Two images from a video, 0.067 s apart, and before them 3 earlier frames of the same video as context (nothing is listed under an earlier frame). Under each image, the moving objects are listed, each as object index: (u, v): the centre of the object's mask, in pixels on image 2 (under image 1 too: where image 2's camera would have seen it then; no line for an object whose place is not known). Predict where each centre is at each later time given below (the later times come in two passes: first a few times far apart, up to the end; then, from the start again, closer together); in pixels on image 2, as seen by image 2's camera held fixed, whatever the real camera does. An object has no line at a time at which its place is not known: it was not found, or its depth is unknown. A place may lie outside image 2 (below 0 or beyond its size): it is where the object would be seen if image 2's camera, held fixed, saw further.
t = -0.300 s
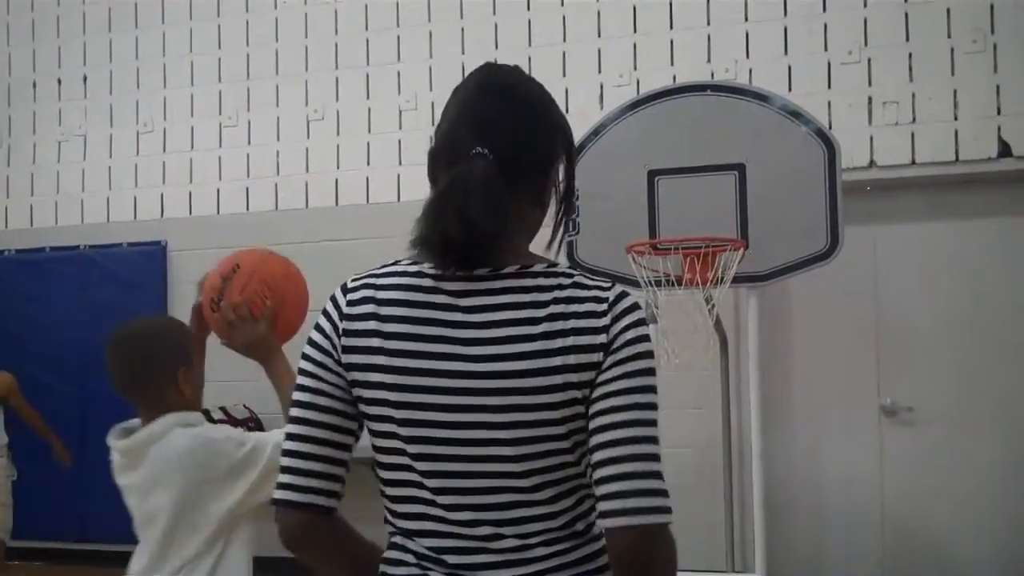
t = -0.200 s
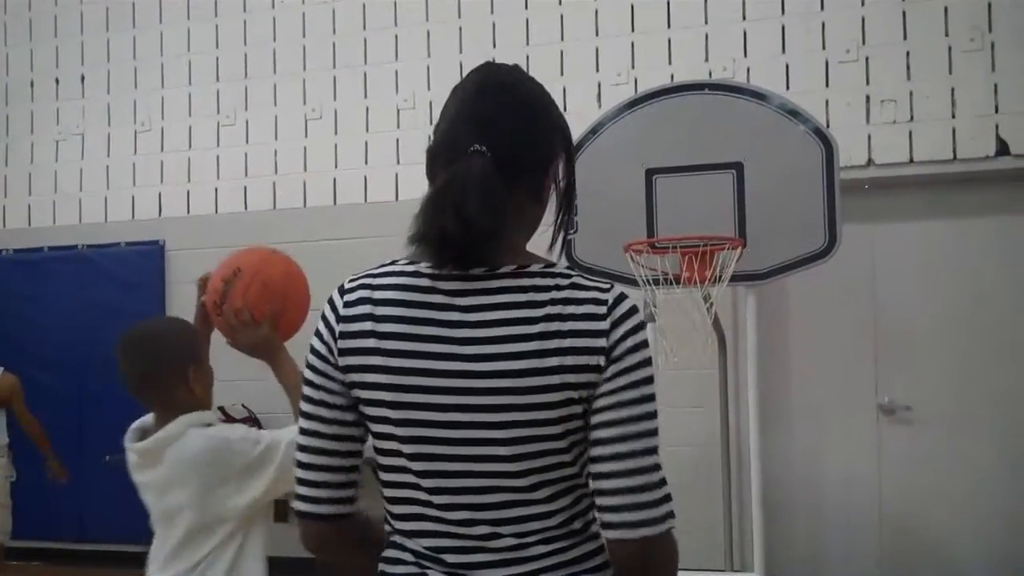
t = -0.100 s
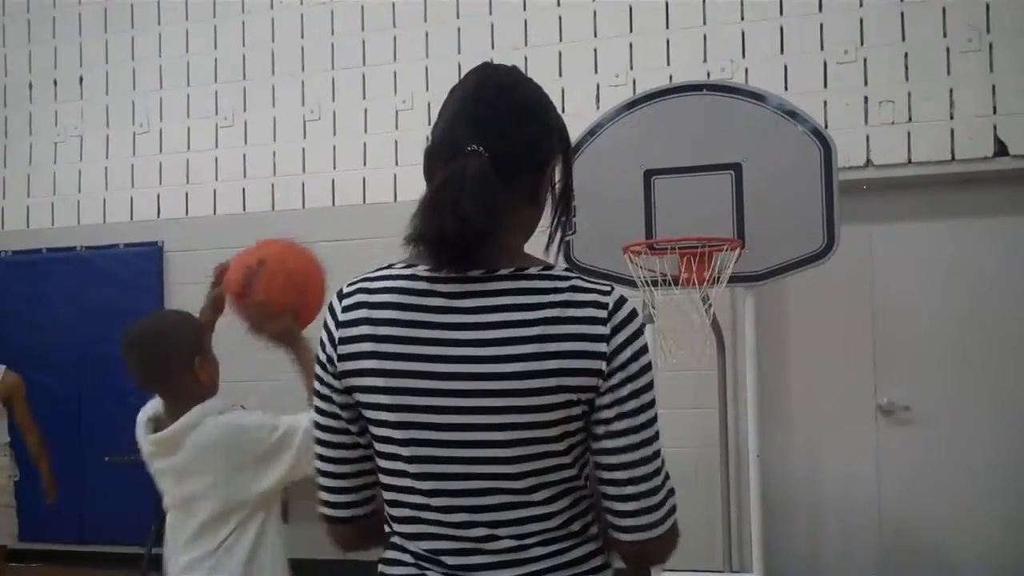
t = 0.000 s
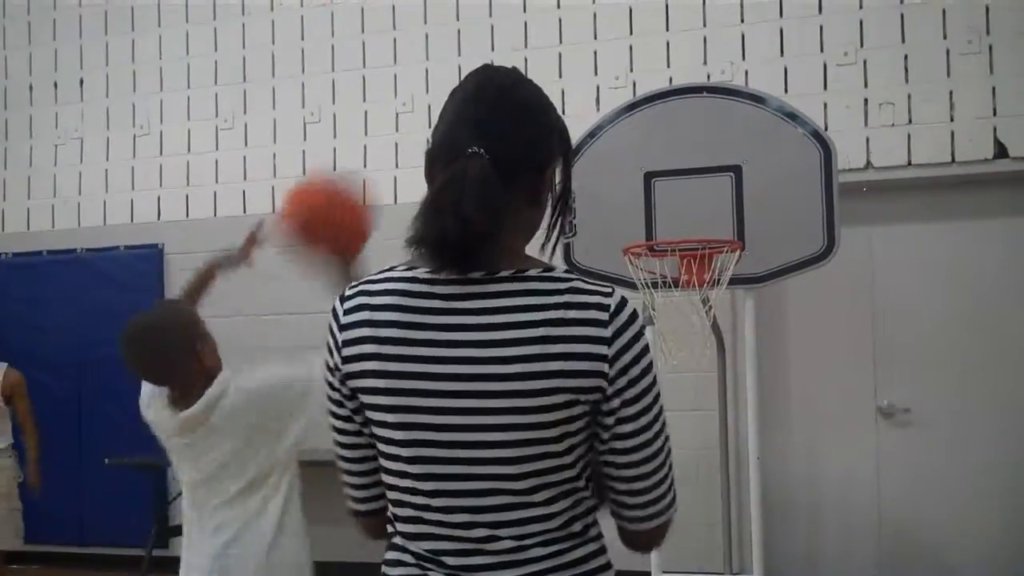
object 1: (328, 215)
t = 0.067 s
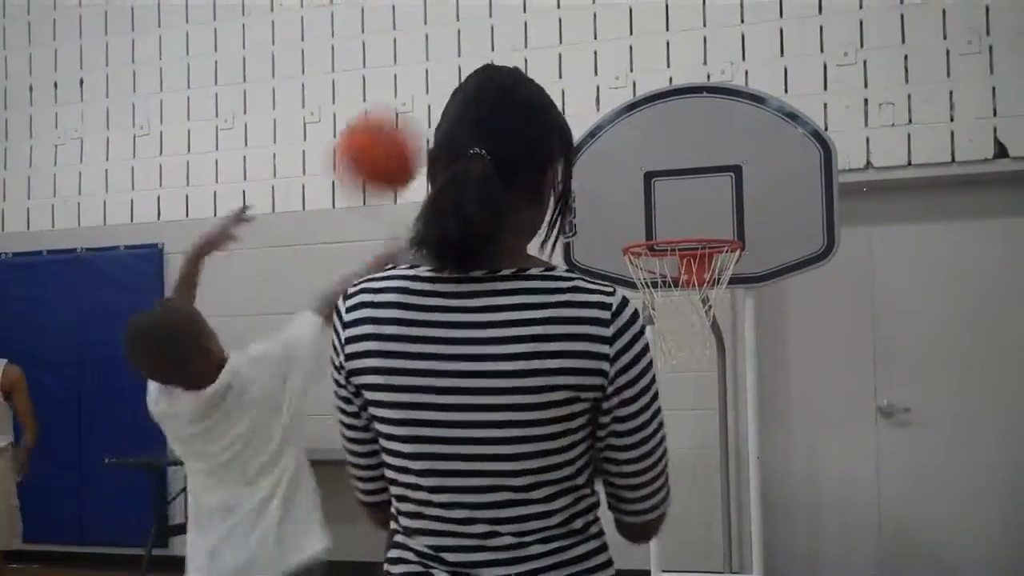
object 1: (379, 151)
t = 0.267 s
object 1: (506, 68)
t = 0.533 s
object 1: (637, 164)
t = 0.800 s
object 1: (734, 144)
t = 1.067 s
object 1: (868, 122)
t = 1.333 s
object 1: (1009, 299)
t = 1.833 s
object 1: (963, 544)
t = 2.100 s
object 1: (803, 530)
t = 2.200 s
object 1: (746, 561)
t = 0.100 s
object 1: (402, 129)
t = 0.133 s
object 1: (423, 108)
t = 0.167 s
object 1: (441, 90)
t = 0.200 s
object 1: (461, 79)
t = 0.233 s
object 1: (486, 69)
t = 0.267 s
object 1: (506, 68)
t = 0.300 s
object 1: (529, 73)
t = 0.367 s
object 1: (568, 82)
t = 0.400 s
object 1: (584, 93)
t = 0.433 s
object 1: (597, 108)
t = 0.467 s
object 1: (612, 126)
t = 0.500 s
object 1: (626, 143)
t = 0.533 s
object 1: (637, 164)
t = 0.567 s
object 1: (646, 187)
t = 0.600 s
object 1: (653, 211)
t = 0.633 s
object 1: (661, 232)
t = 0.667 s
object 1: (674, 216)
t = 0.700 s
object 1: (688, 195)
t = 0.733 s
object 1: (702, 177)
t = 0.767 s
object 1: (718, 158)
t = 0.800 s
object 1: (734, 144)
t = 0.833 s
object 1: (748, 133)
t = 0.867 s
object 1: (762, 124)
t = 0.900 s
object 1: (780, 117)
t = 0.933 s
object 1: (796, 112)
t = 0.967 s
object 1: (813, 111)
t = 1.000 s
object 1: (832, 111)
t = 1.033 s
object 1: (851, 114)
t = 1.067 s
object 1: (868, 122)
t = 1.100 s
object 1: (888, 131)
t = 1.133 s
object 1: (906, 144)
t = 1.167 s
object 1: (926, 162)
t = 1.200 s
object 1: (948, 183)
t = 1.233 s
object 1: (968, 207)
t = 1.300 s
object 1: (1000, 265)
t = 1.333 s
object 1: (1009, 299)
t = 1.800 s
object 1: (984, 552)
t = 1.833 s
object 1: (963, 544)
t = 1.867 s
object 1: (942, 532)
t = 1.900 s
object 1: (920, 522)
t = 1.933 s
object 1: (899, 517)
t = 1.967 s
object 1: (880, 514)
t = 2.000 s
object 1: (860, 513)
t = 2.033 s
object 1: (841, 516)
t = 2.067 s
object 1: (823, 522)
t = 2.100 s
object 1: (803, 530)
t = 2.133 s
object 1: (784, 543)
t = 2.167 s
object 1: (763, 551)
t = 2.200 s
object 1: (746, 561)
